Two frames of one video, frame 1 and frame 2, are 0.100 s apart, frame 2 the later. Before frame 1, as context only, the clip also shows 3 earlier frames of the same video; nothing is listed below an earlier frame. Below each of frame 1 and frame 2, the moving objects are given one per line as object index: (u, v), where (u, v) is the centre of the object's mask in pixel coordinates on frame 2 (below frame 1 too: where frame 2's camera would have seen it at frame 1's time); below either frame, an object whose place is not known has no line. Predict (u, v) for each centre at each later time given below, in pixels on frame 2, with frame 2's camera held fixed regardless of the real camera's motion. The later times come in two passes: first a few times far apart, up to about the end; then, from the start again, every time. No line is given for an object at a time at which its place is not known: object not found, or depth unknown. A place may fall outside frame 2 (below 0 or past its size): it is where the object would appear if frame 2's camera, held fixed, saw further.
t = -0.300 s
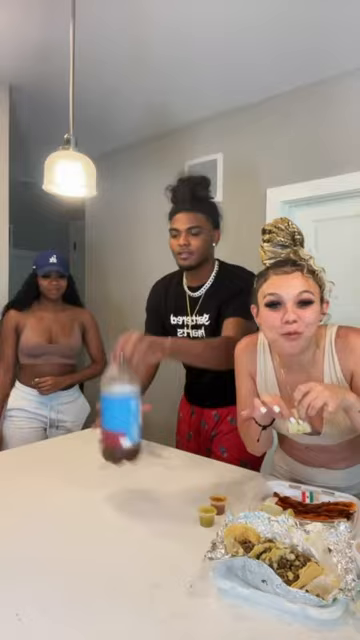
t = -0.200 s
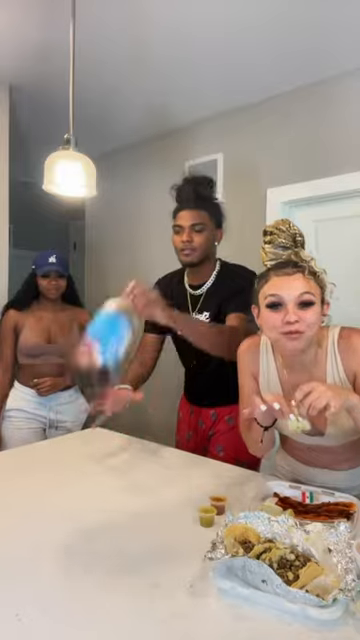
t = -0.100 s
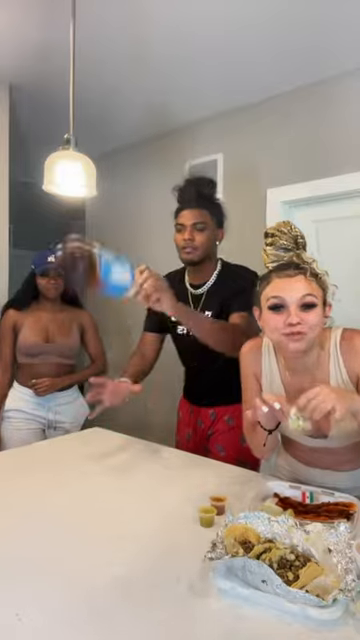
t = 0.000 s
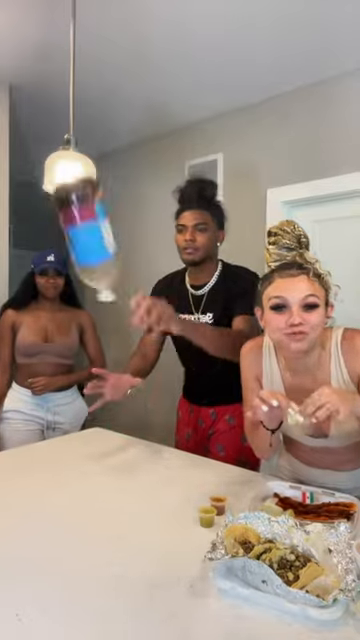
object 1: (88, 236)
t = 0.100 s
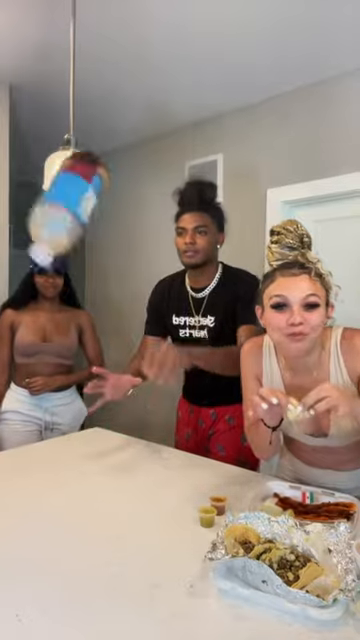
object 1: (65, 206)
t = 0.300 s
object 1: (59, 249)
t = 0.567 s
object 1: (63, 469)
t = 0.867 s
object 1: (50, 507)
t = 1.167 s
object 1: (52, 509)
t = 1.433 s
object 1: (52, 511)
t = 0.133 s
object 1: (59, 200)
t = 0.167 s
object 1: (55, 197)
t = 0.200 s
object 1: (55, 201)
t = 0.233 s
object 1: (56, 211)
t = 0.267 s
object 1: (57, 226)
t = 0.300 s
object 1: (59, 249)
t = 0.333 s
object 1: (61, 275)
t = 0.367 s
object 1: (62, 307)
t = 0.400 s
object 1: (64, 345)
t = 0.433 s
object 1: (66, 389)
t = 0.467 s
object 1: (66, 441)
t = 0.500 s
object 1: (66, 467)
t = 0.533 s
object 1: (63, 469)
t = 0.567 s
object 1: (63, 469)
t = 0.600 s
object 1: (62, 470)
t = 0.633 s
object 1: (60, 471)
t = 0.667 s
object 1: (58, 475)
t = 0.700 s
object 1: (55, 480)
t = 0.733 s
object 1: (53, 490)
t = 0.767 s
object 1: (51, 502)
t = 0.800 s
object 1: (50, 509)
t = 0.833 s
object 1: (50, 508)
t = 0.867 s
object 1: (50, 507)
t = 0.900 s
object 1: (50, 508)
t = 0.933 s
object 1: (51, 509)
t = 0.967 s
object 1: (52, 509)
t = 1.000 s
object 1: (52, 510)
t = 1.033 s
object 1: (52, 510)
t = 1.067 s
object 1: (52, 510)
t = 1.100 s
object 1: (52, 510)
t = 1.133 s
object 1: (52, 509)
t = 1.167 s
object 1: (52, 509)
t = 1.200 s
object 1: (52, 510)
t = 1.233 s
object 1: (52, 510)
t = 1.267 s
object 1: (53, 511)
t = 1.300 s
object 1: (53, 512)
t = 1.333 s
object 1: (53, 512)
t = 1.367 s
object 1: (53, 512)
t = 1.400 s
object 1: (53, 512)
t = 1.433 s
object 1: (52, 511)
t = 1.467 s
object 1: (52, 511)
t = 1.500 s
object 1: (53, 511)
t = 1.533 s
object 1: (53, 511)
